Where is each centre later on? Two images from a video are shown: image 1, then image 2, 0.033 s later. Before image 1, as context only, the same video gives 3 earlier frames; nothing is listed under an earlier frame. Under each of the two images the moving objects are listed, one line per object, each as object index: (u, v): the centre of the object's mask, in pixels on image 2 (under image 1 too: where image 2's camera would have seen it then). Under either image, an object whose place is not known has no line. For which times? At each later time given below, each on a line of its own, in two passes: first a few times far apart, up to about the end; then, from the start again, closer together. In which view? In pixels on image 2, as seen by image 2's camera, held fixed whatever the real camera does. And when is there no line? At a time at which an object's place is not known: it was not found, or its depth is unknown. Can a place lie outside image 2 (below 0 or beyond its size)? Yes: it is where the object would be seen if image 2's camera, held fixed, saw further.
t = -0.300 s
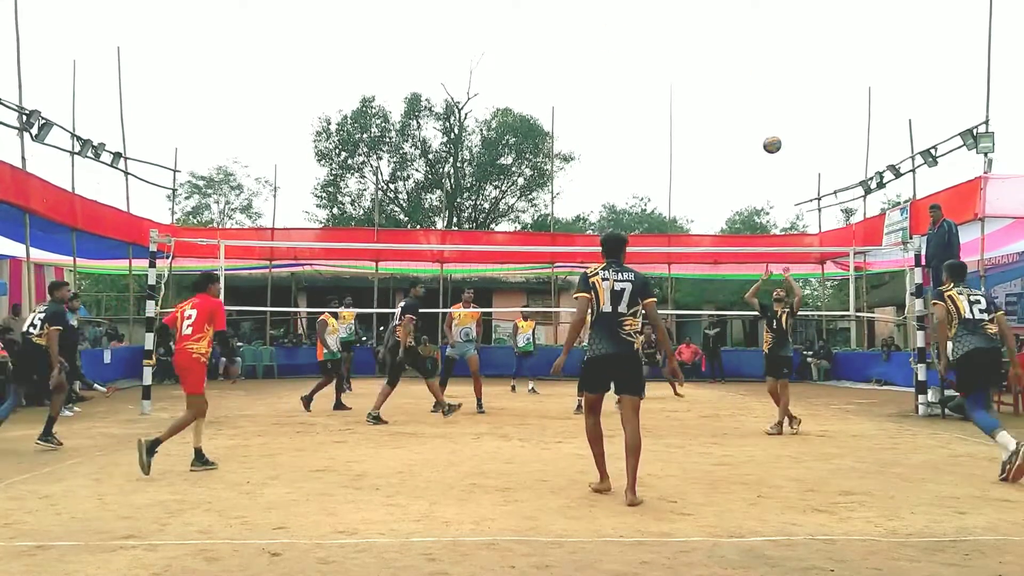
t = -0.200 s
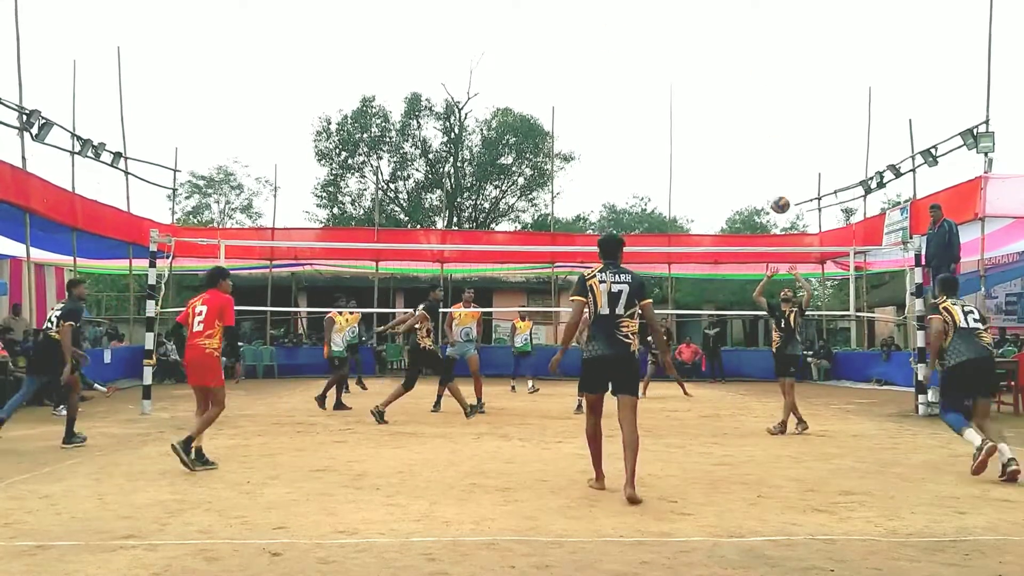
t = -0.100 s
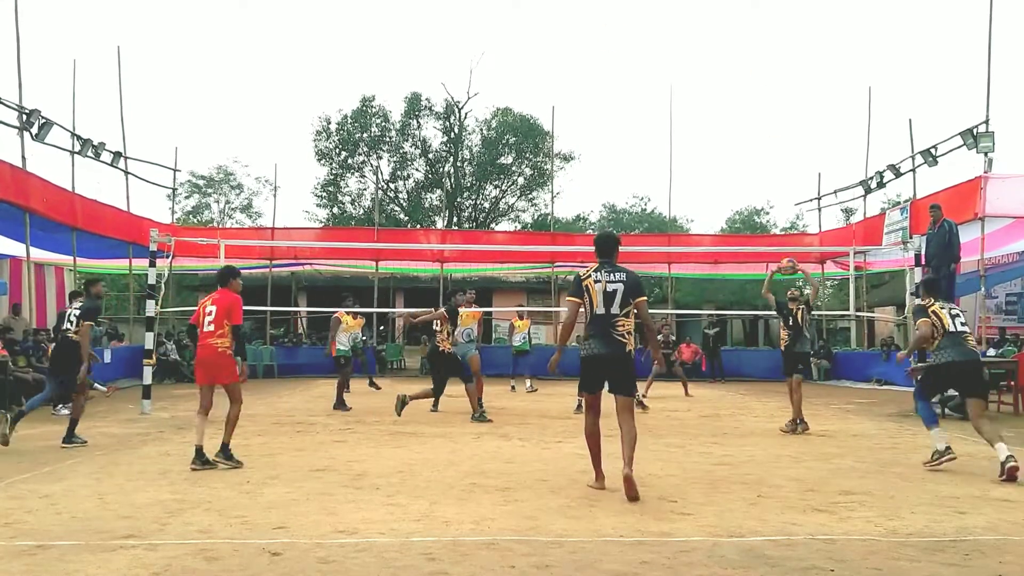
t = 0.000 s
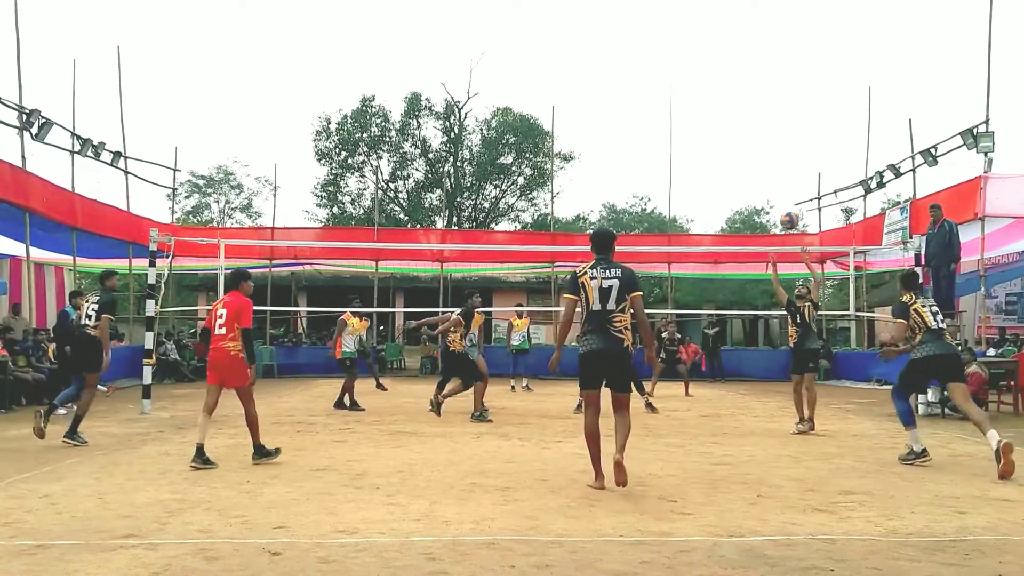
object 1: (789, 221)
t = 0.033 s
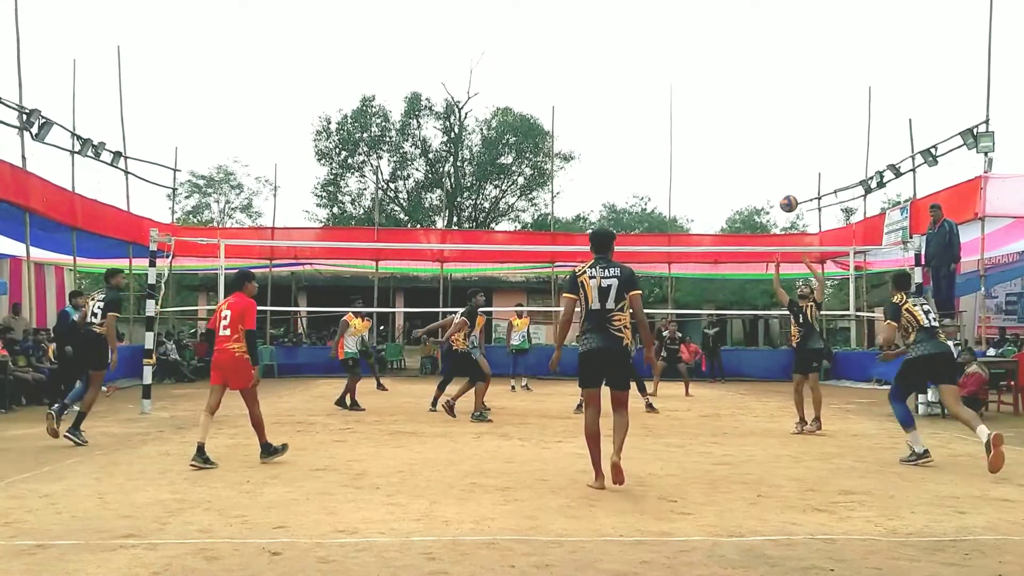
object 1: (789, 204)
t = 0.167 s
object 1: (787, 146)
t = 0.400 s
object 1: (782, 86)
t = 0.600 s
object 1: (777, 72)
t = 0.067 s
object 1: (788, 188)
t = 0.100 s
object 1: (788, 173)
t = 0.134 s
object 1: (787, 159)
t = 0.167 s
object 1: (787, 146)
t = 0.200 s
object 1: (786, 134)
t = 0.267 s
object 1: (785, 114)
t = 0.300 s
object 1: (784, 106)
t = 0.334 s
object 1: (784, 98)
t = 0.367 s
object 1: (783, 91)
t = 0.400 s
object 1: (782, 86)
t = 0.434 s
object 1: (781, 77)
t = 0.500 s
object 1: (780, 75)
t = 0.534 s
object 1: (778, 71)
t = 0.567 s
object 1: (777, 71)
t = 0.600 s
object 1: (777, 72)
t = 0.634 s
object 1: (776, 74)
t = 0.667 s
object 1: (775, 76)
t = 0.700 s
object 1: (775, 80)
